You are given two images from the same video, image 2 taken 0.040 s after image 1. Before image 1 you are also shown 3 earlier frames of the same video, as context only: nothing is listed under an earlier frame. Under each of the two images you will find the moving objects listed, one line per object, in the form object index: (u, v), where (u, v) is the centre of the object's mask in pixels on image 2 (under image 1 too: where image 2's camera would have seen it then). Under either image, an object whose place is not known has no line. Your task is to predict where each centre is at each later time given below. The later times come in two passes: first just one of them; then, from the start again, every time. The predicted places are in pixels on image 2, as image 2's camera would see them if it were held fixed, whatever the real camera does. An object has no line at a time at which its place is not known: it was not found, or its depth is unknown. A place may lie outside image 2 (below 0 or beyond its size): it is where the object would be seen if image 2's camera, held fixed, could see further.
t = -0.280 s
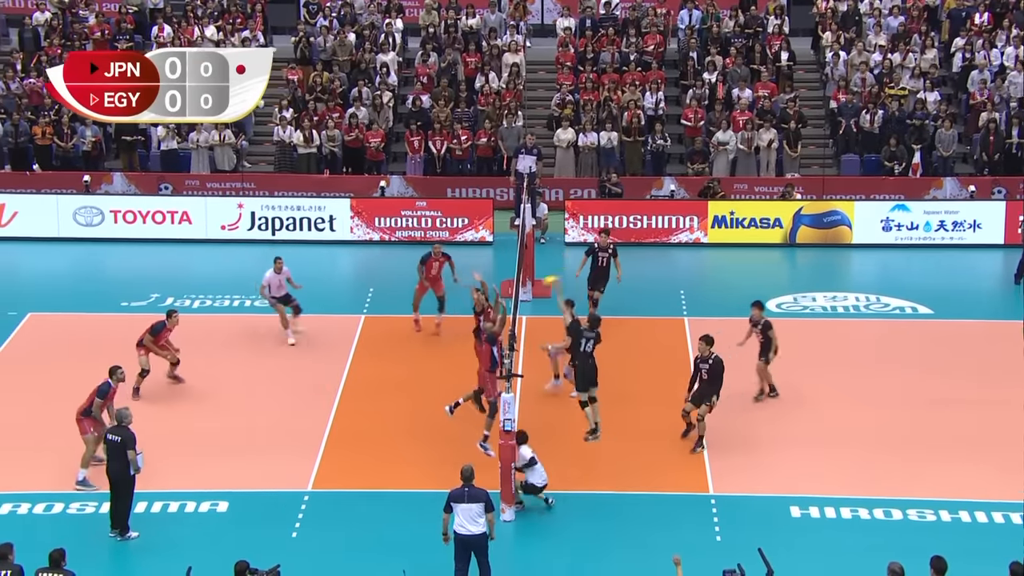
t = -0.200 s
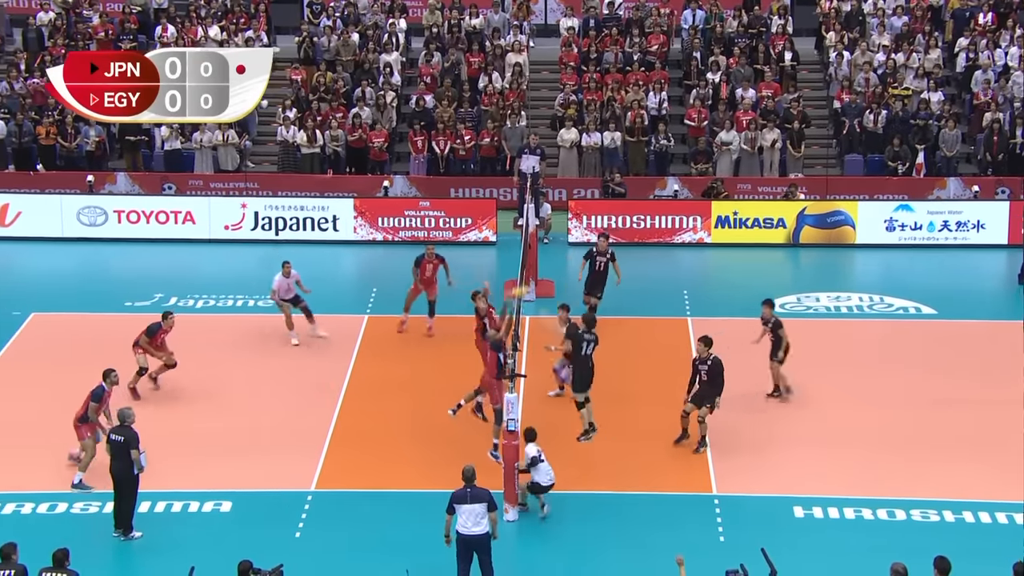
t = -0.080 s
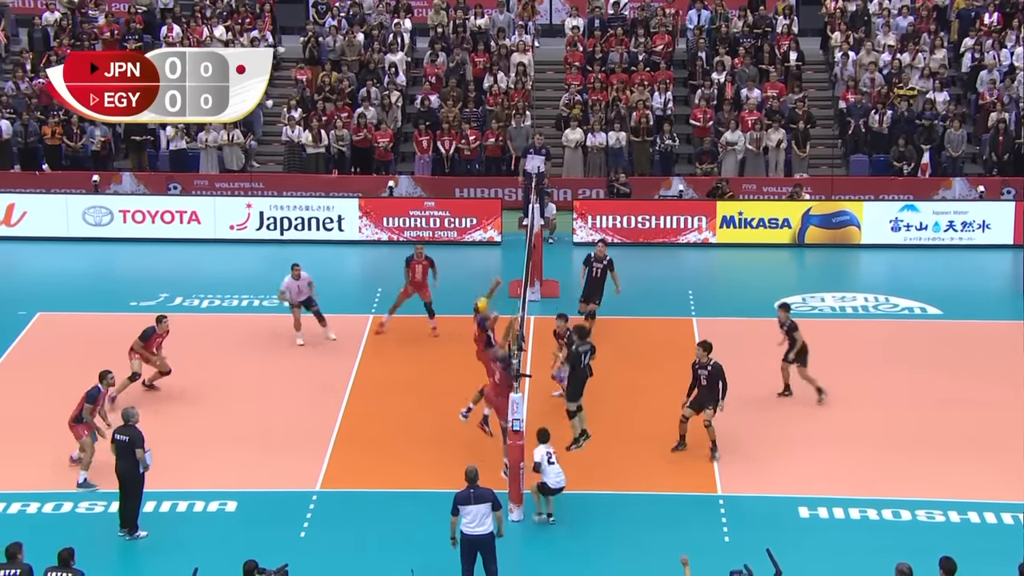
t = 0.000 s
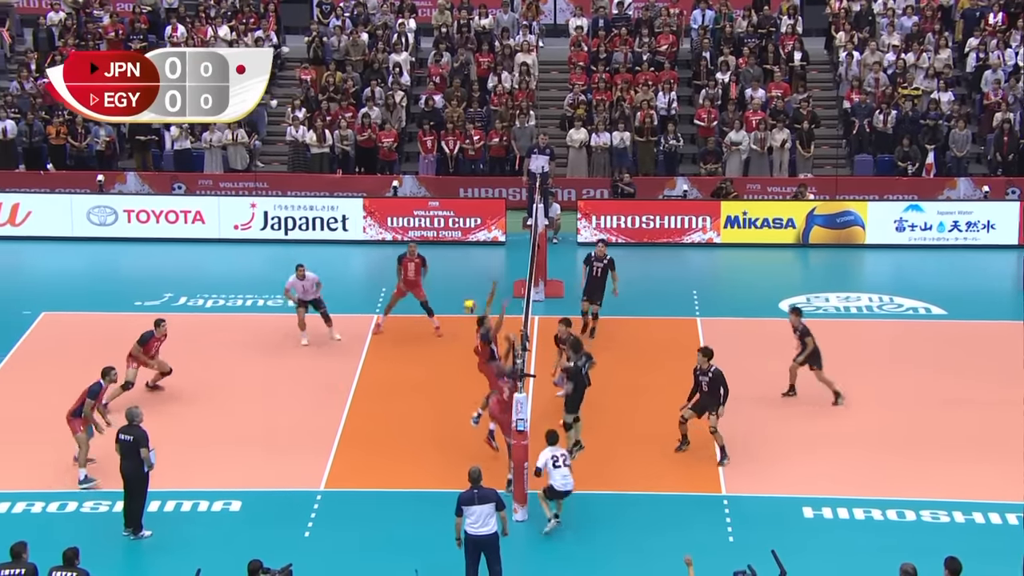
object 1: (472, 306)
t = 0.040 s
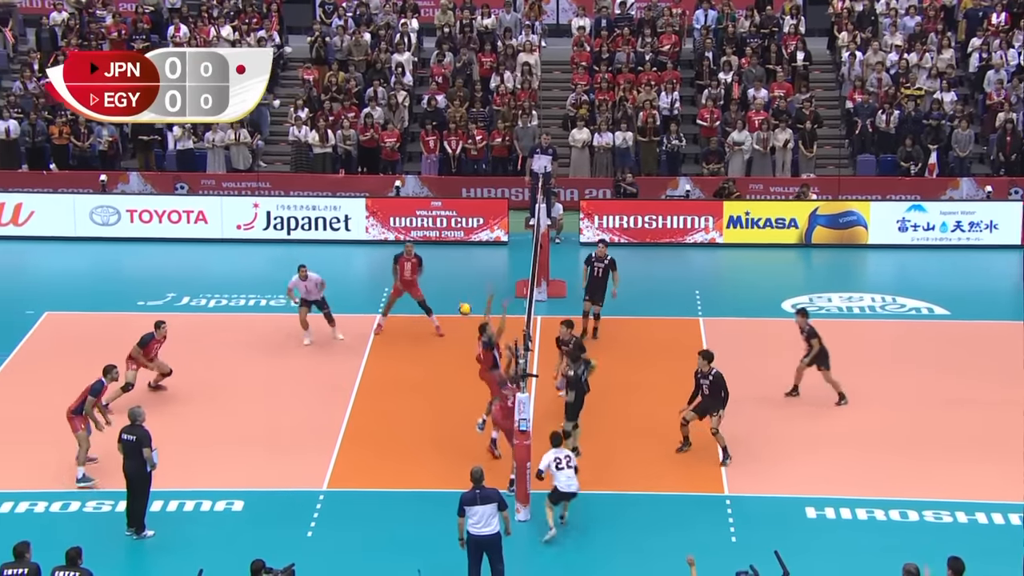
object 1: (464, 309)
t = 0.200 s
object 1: (434, 328)
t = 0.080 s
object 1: (457, 312)
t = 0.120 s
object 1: (449, 316)
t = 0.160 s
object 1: (442, 321)
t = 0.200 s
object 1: (434, 328)
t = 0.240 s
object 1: (427, 336)
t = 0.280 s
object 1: (419, 343)
